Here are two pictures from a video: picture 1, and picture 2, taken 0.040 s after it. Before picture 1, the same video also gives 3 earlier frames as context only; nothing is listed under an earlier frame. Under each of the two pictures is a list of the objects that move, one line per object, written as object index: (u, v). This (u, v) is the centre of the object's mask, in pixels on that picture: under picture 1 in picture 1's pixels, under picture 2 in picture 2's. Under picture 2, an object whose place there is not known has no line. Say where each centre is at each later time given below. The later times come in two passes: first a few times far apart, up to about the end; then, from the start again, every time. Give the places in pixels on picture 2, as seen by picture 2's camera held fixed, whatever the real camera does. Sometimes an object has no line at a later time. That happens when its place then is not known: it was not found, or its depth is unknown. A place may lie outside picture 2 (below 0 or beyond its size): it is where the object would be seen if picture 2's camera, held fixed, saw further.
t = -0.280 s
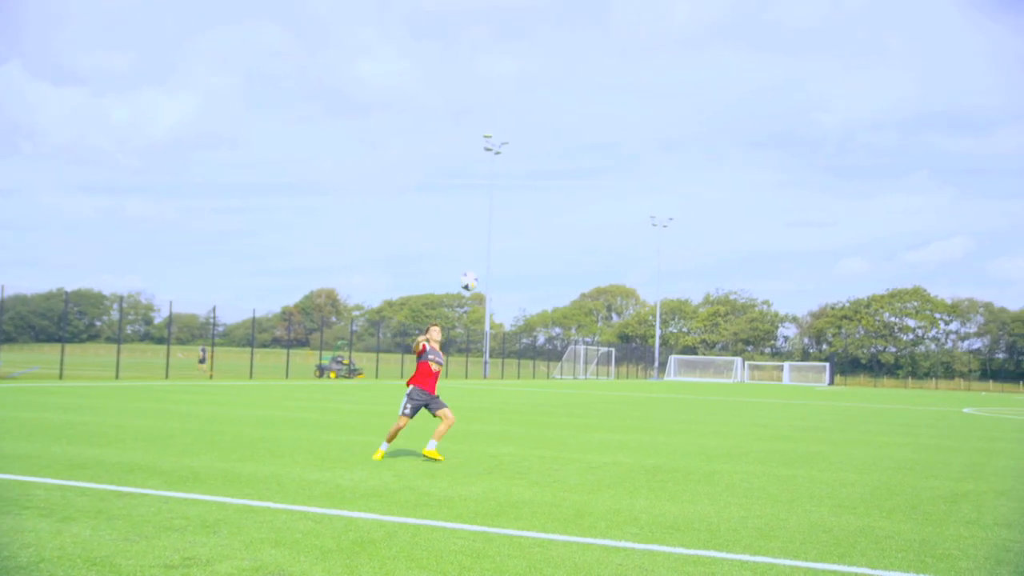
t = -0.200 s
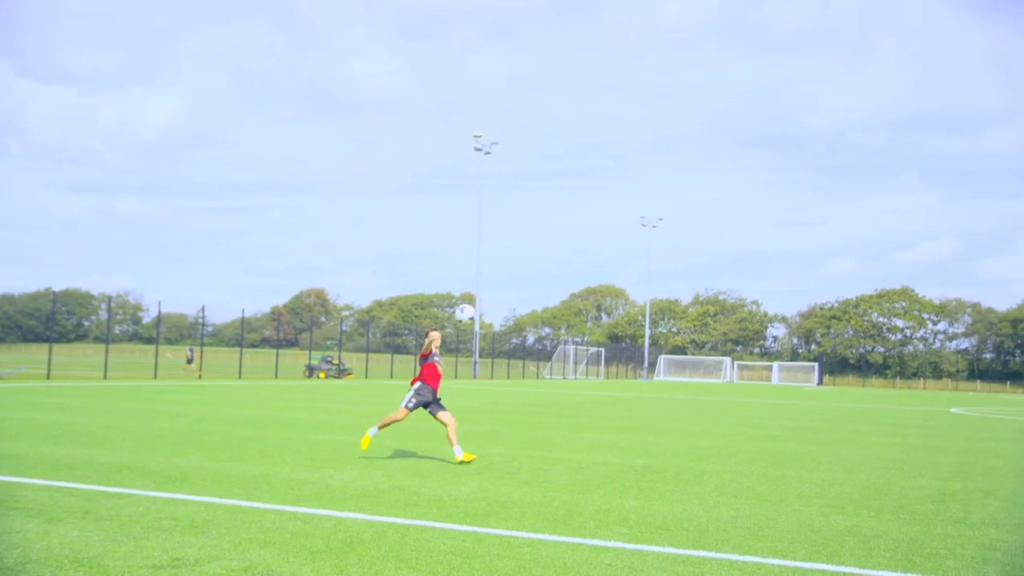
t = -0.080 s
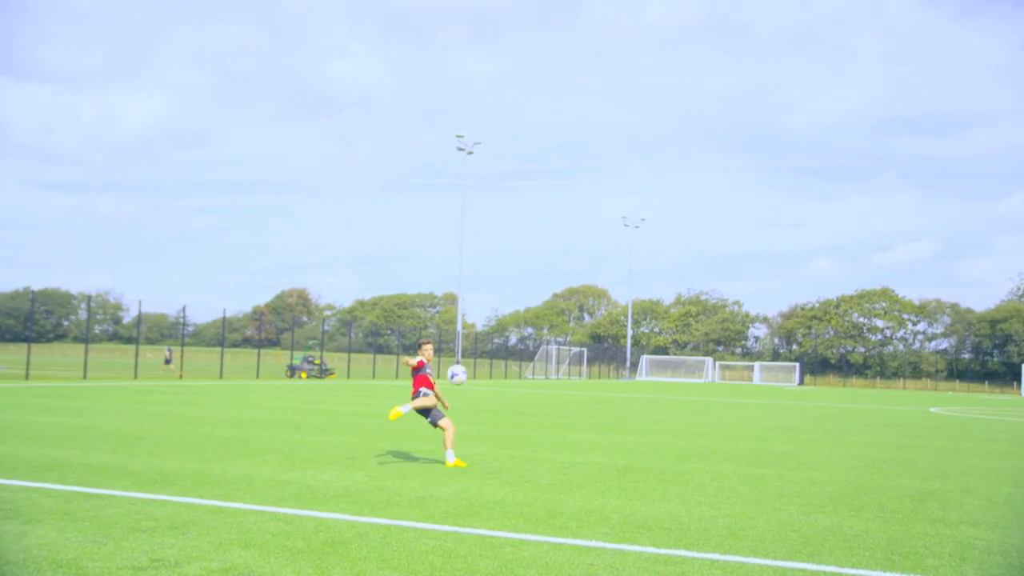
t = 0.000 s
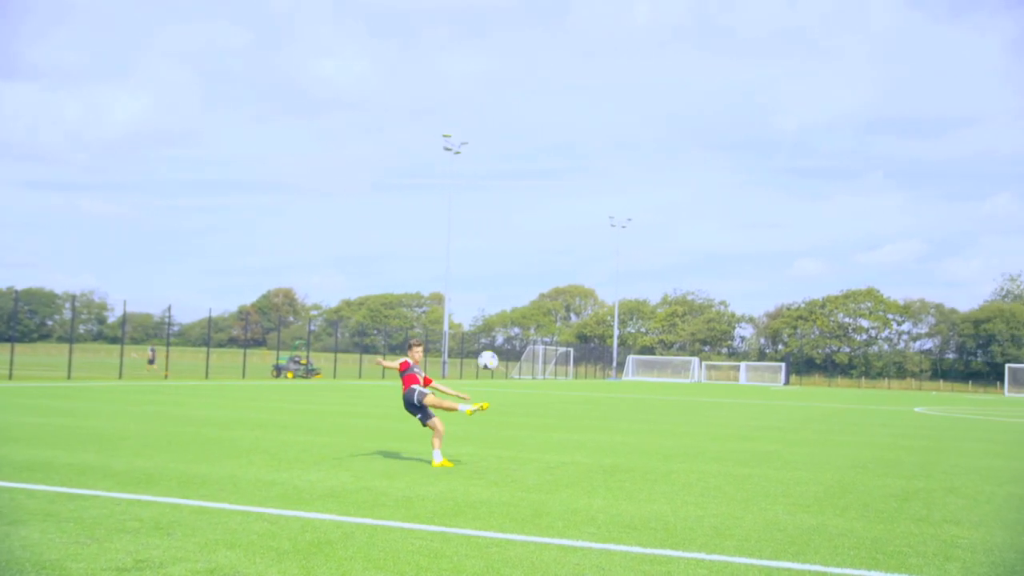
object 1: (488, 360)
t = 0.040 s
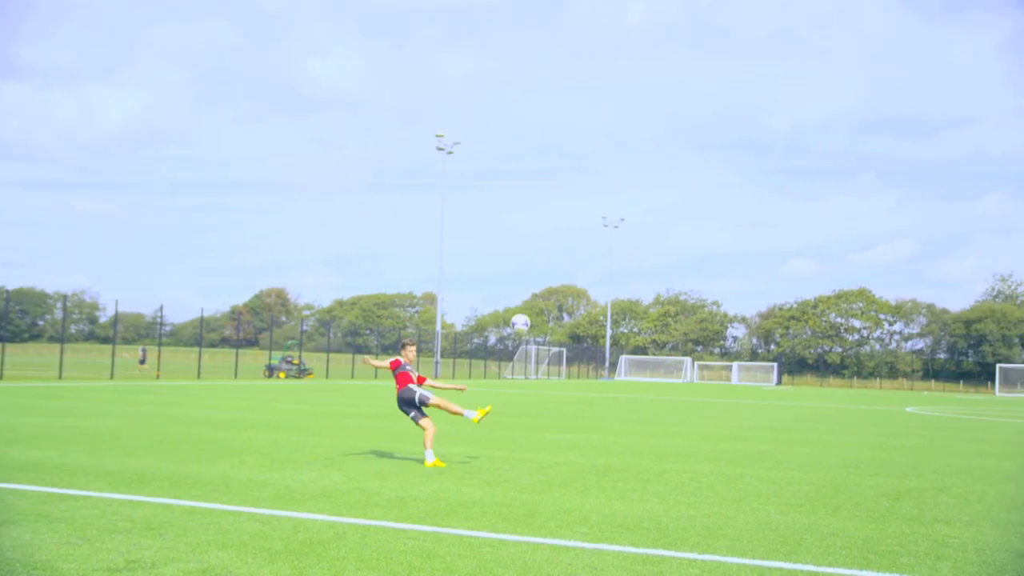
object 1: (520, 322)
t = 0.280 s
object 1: (710, 151)
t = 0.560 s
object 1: (868, 28)
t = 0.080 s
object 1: (558, 288)
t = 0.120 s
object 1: (591, 256)
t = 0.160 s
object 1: (623, 227)
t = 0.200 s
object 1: (654, 200)
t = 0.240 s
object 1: (683, 175)
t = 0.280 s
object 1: (710, 151)
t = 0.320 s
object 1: (736, 130)
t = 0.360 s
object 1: (761, 109)
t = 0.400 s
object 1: (785, 92)
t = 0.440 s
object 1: (807, 72)
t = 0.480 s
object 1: (828, 56)
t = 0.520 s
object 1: (849, 42)
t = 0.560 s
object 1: (868, 28)
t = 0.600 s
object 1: (889, 15)
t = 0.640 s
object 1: (906, 3)
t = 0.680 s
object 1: (926, -9)
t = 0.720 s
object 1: (943, -19)
